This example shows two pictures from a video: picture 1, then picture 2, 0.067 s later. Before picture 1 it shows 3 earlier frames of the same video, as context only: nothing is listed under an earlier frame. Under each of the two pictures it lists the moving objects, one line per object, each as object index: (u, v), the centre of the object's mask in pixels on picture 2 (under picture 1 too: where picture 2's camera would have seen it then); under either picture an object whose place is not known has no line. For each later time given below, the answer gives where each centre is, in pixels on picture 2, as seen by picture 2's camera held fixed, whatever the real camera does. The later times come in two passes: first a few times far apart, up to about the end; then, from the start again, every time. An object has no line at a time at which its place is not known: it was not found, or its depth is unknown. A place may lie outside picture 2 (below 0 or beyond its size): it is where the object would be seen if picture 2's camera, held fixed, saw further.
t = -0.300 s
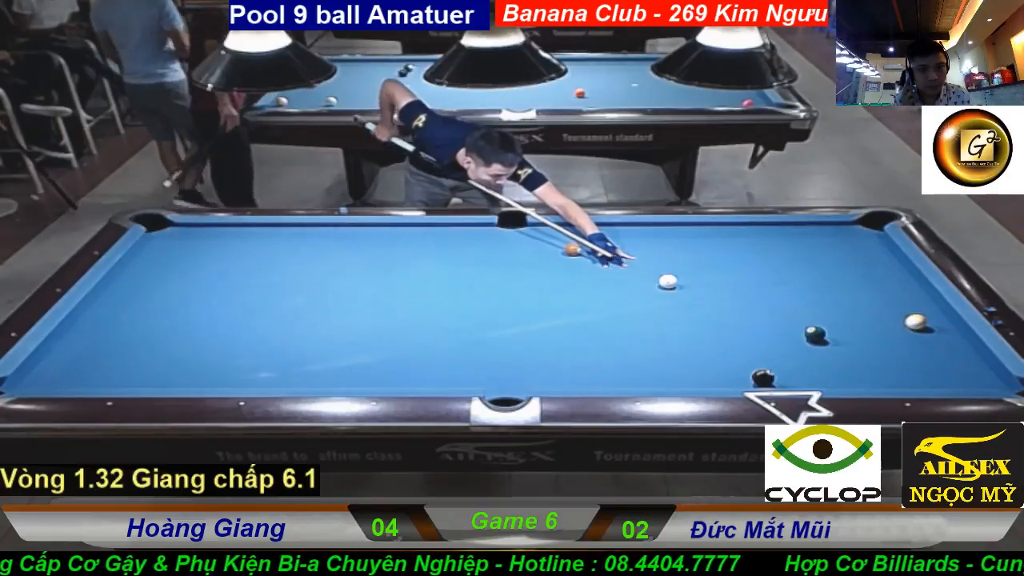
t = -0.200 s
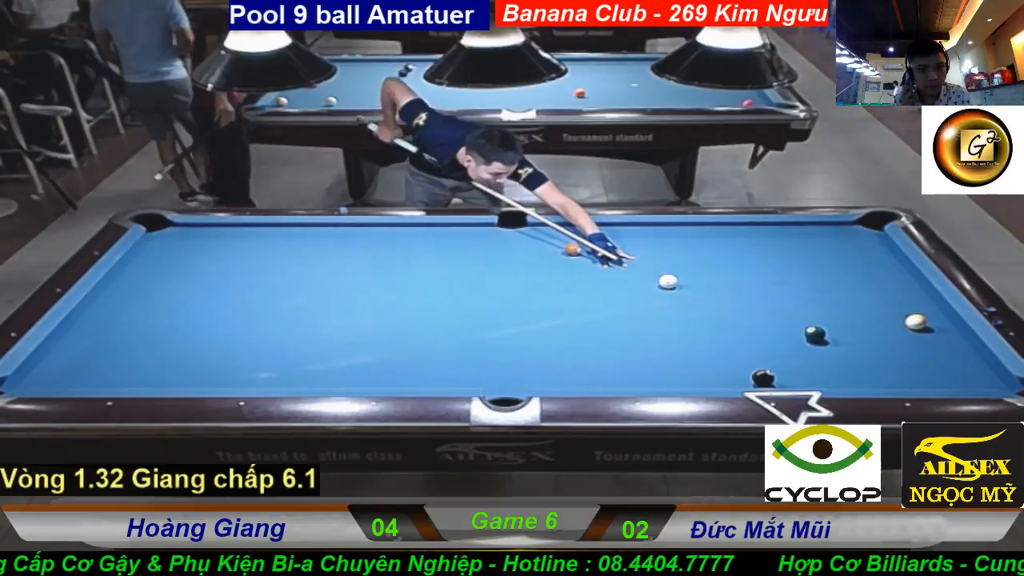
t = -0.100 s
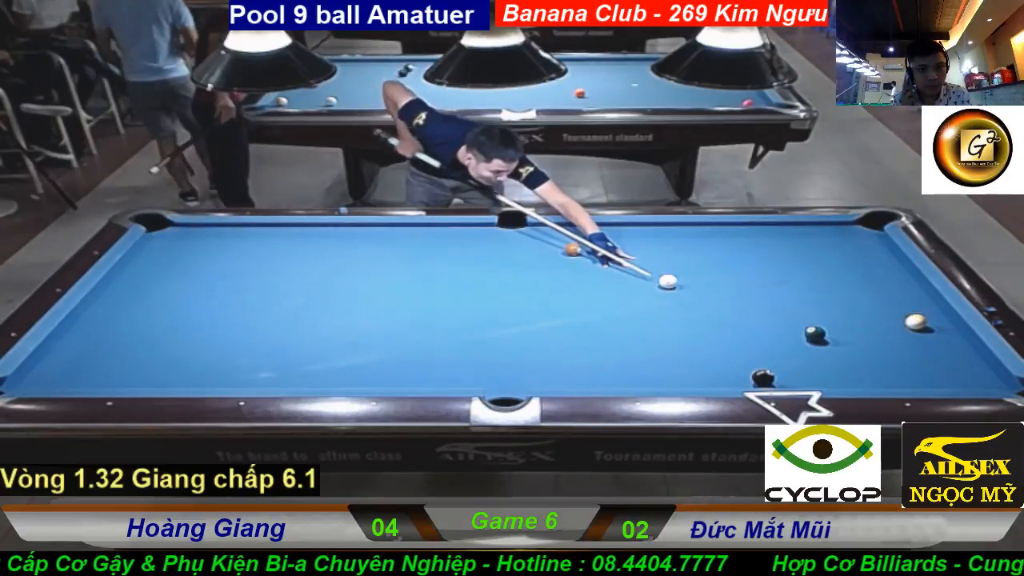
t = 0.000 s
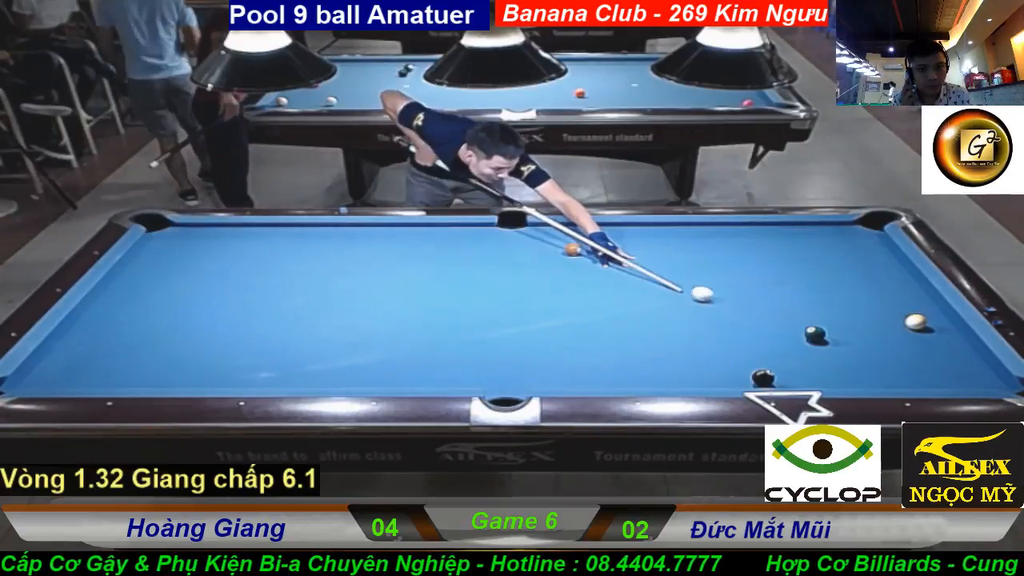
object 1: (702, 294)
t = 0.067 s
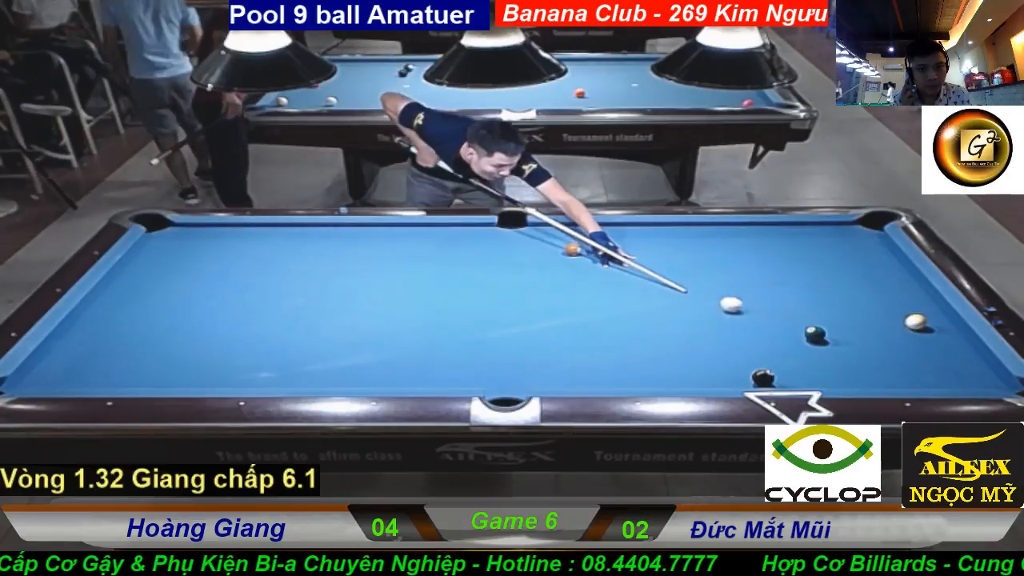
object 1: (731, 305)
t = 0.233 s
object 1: (795, 329)
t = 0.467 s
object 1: (789, 332)
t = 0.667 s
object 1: (786, 334)
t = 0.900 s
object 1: (782, 337)
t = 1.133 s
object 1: (778, 338)
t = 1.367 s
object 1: (776, 339)
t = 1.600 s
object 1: (774, 340)
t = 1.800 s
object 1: (773, 340)
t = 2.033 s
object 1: (773, 340)
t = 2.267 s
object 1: (773, 340)
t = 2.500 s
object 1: (773, 340)
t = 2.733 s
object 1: (773, 340)
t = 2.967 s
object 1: (773, 340)
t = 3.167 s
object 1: (773, 340)
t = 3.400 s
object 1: (773, 340)
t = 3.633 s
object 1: (773, 340)
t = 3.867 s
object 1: (773, 340)
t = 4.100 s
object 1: (773, 340)
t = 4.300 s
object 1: (773, 340)
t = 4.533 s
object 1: (773, 341)
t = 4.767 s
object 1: (773, 341)
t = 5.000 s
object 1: (774, 341)
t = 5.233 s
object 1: (774, 341)
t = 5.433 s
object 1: (774, 340)
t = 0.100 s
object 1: (745, 310)
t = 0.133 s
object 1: (759, 315)
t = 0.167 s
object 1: (772, 320)
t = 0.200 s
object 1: (784, 325)
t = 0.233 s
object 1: (795, 329)
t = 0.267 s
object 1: (794, 329)
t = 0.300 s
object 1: (793, 330)
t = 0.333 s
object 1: (793, 330)
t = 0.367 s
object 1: (792, 330)
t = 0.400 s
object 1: (791, 331)
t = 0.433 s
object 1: (790, 331)
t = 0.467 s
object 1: (789, 332)
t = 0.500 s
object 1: (789, 332)
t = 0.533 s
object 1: (788, 332)
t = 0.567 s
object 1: (787, 333)
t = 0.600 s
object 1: (787, 333)
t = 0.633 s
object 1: (786, 334)
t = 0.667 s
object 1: (786, 334)
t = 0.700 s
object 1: (785, 334)
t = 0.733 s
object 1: (784, 335)
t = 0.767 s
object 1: (784, 335)
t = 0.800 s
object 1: (783, 336)
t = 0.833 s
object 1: (783, 336)
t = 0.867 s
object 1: (782, 336)
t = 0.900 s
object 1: (782, 337)
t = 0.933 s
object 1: (781, 337)
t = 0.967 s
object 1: (780, 337)
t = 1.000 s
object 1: (780, 337)
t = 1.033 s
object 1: (780, 338)
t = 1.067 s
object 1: (779, 338)
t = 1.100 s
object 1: (779, 338)
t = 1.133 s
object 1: (778, 338)
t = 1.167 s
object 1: (778, 339)
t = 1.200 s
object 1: (777, 339)
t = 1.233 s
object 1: (777, 339)
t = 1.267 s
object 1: (776, 339)
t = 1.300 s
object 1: (776, 339)
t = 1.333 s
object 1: (776, 339)
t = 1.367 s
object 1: (776, 339)
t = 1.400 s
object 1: (775, 340)
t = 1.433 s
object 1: (775, 340)
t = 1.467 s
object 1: (775, 340)
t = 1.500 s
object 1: (775, 340)
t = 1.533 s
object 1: (775, 340)
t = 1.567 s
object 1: (774, 340)
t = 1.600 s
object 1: (774, 340)
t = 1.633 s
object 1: (774, 340)
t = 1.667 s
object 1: (774, 340)
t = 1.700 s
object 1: (774, 340)
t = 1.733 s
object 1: (773, 340)
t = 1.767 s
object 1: (773, 340)
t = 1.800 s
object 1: (773, 340)
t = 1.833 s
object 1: (773, 340)
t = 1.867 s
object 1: (773, 340)
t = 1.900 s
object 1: (773, 340)
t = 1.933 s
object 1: (773, 340)
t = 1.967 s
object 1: (773, 340)
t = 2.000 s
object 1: (773, 340)
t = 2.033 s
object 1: (773, 340)
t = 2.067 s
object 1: (773, 340)
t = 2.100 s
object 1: (773, 340)
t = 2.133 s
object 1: (773, 340)
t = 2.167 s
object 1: (773, 340)
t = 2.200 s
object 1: (773, 340)
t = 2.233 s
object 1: (773, 340)
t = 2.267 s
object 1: (773, 340)
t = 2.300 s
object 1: (773, 340)
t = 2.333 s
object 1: (773, 340)
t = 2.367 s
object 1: (773, 340)
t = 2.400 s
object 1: (773, 340)
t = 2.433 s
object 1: (773, 340)
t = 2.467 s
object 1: (773, 340)
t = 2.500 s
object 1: (773, 340)
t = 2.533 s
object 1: (773, 340)
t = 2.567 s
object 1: (773, 340)
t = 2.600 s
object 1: (773, 340)
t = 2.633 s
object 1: (773, 340)
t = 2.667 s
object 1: (773, 340)
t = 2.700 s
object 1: (773, 340)
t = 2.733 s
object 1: (773, 340)
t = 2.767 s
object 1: (773, 340)
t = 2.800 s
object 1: (773, 340)
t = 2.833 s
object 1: (773, 340)
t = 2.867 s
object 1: (773, 340)
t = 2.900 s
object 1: (773, 340)
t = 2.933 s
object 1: (773, 340)
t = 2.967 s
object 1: (773, 340)
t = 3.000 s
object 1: (773, 340)
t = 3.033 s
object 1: (773, 340)
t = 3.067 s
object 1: (773, 340)
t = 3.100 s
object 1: (773, 340)
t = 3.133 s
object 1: (773, 340)
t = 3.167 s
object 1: (773, 340)
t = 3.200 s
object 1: (773, 340)
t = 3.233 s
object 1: (773, 340)
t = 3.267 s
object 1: (773, 340)
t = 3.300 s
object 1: (773, 340)
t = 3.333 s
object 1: (773, 340)
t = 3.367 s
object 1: (773, 340)
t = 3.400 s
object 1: (773, 340)
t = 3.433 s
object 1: (773, 340)
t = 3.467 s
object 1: (773, 340)
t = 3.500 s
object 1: (773, 340)
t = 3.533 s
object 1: (773, 340)
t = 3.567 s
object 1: (773, 340)
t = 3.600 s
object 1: (773, 340)
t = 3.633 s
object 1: (773, 340)
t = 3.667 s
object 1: (773, 340)
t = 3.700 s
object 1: (773, 340)
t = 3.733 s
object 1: (773, 340)
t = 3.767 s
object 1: (773, 340)
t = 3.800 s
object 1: (773, 340)
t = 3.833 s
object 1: (773, 340)
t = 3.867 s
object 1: (773, 340)
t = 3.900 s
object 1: (773, 340)
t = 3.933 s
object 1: (773, 340)
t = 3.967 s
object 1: (773, 340)
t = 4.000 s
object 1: (773, 340)
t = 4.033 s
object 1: (773, 340)
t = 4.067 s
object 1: (773, 340)
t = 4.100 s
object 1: (773, 340)
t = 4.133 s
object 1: (773, 340)
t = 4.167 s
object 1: (773, 340)
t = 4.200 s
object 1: (773, 340)
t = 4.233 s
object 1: (773, 340)
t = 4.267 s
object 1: (773, 340)
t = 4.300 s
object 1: (773, 340)
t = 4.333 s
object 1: (773, 340)
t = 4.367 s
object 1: (773, 340)
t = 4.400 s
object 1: (773, 341)
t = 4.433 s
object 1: (773, 341)
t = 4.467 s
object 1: (773, 341)
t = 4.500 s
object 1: (773, 341)
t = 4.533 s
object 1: (773, 341)
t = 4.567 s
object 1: (773, 341)
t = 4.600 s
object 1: (773, 341)
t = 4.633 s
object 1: (773, 341)
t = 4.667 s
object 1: (773, 341)
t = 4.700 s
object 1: (773, 341)
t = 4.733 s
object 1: (773, 341)
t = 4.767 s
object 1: (773, 341)
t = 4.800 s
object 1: (773, 341)
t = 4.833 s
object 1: (773, 341)
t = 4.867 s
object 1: (773, 341)
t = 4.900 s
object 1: (774, 341)
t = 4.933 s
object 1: (774, 341)
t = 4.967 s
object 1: (774, 341)
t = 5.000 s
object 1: (774, 341)
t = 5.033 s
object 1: (774, 341)
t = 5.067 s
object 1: (774, 341)
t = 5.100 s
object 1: (774, 341)
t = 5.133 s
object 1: (774, 341)
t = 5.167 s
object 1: (774, 341)
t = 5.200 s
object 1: (774, 341)
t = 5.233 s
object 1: (774, 341)
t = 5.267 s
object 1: (774, 341)
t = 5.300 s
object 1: (774, 341)
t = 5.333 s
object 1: (774, 341)
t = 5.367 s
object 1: (774, 340)
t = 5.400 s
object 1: (774, 341)
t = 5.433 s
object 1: (774, 340)
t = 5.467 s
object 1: (774, 340)
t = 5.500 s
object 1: (774, 340)
